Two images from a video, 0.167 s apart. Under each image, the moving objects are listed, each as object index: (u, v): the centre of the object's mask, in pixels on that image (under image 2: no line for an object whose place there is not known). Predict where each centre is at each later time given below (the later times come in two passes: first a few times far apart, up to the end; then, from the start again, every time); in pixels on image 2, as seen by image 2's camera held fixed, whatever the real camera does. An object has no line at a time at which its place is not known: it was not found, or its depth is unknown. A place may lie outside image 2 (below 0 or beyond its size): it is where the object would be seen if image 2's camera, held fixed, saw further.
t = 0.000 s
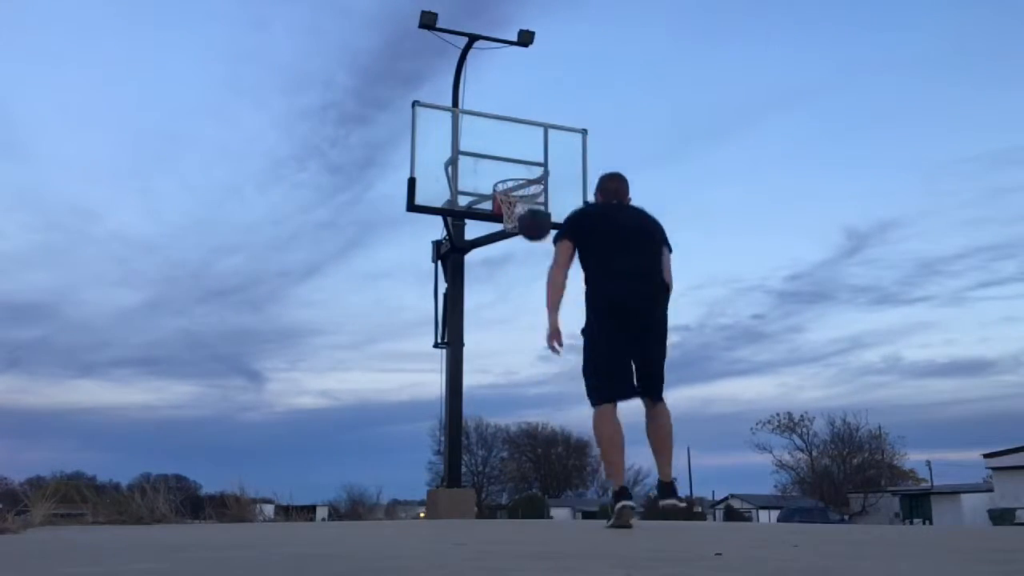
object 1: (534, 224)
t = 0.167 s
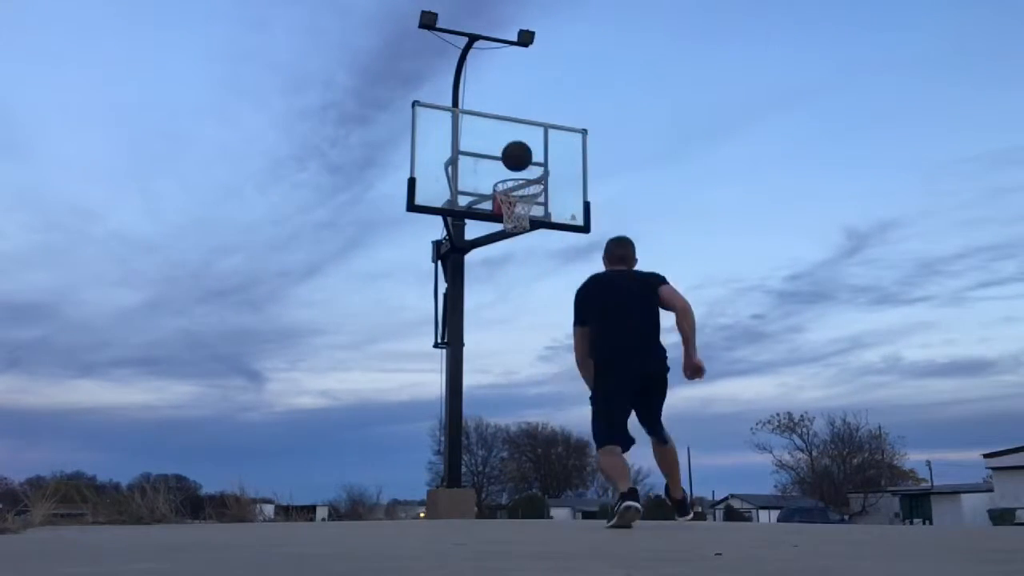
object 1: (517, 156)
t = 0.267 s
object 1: (507, 136)
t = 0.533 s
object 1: (487, 142)
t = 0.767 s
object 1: (488, 165)
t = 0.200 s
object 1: (513, 148)
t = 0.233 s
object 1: (510, 142)
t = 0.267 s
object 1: (507, 136)
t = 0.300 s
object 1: (505, 133)
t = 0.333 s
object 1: (502, 130)
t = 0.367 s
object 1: (499, 129)
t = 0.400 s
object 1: (496, 129)
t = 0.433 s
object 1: (494, 131)
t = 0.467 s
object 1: (492, 134)
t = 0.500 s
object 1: (489, 137)
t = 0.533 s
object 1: (487, 142)
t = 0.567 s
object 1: (485, 148)
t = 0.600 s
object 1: (482, 154)
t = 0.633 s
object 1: (480, 161)
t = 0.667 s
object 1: (478, 170)
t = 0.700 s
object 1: (480, 170)
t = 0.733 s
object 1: (484, 167)
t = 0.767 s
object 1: (488, 165)
